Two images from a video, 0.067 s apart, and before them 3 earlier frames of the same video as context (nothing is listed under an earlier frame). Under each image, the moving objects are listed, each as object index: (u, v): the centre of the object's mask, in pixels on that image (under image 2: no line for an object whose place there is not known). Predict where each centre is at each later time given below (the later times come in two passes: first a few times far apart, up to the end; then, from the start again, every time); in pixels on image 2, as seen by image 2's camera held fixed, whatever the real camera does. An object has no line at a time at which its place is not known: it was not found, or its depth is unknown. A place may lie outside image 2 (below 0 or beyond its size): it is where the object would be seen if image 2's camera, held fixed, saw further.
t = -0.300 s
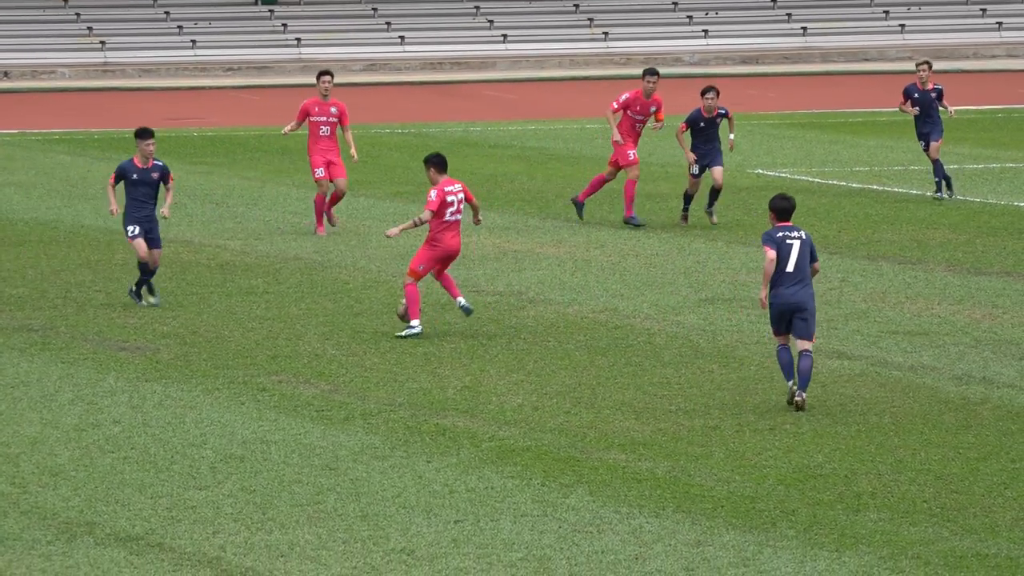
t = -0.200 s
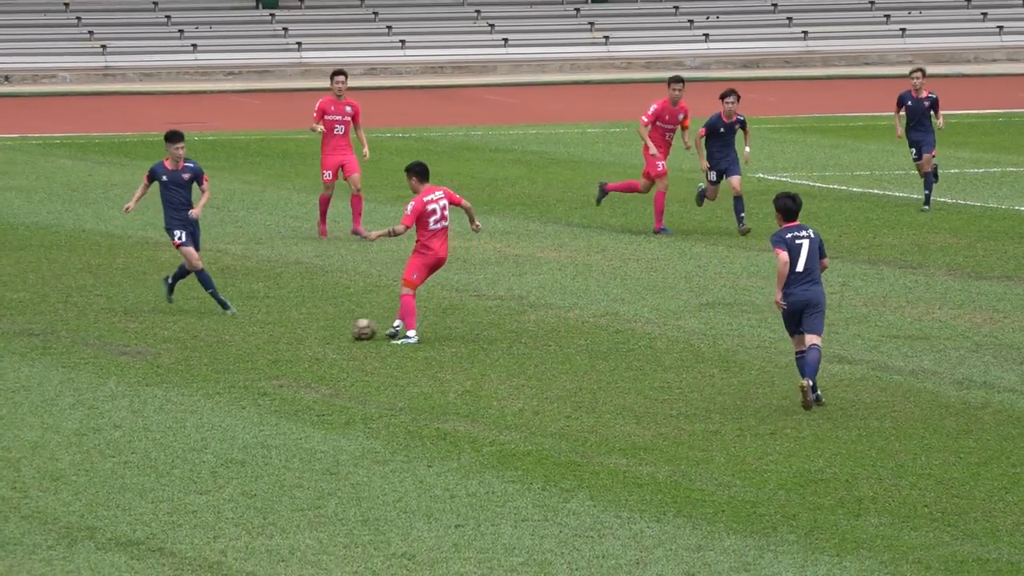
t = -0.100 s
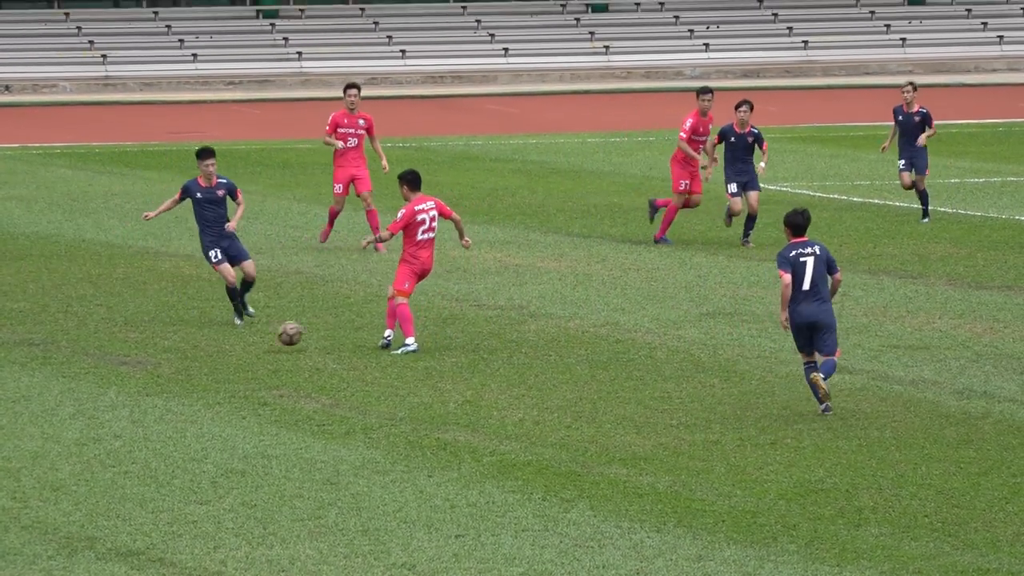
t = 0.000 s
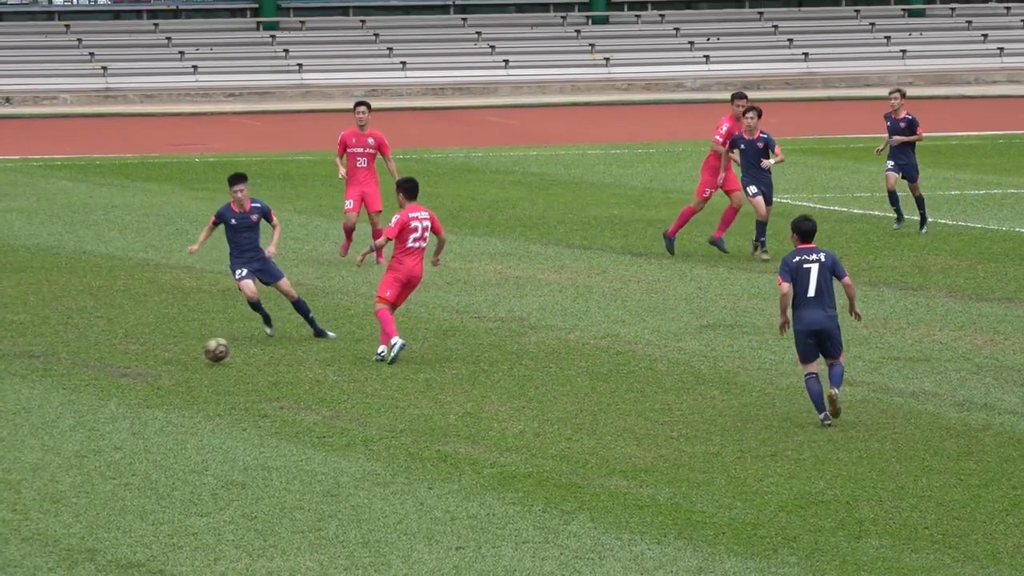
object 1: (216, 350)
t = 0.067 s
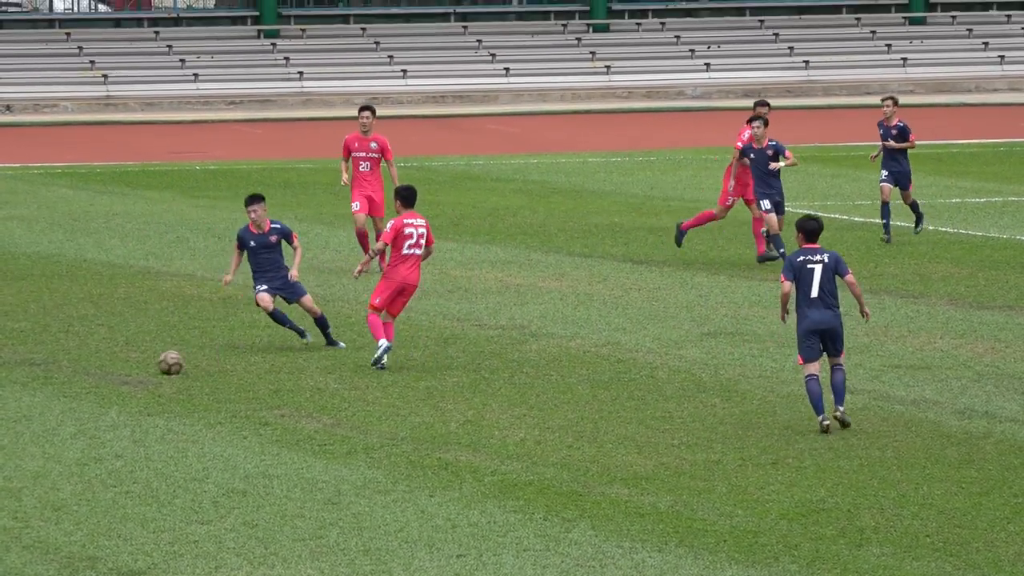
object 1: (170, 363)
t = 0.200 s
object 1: (92, 363)
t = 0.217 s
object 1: (83, 363)
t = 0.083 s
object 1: (161, 362)
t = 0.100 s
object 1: (151, 361)
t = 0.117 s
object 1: (141, 361)
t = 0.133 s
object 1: (131, 361)
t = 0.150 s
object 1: (121, 361)
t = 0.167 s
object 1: (112, 361)
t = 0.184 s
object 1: (101, 361)
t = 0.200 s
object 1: (92, 363)
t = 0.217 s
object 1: (83, 363)
